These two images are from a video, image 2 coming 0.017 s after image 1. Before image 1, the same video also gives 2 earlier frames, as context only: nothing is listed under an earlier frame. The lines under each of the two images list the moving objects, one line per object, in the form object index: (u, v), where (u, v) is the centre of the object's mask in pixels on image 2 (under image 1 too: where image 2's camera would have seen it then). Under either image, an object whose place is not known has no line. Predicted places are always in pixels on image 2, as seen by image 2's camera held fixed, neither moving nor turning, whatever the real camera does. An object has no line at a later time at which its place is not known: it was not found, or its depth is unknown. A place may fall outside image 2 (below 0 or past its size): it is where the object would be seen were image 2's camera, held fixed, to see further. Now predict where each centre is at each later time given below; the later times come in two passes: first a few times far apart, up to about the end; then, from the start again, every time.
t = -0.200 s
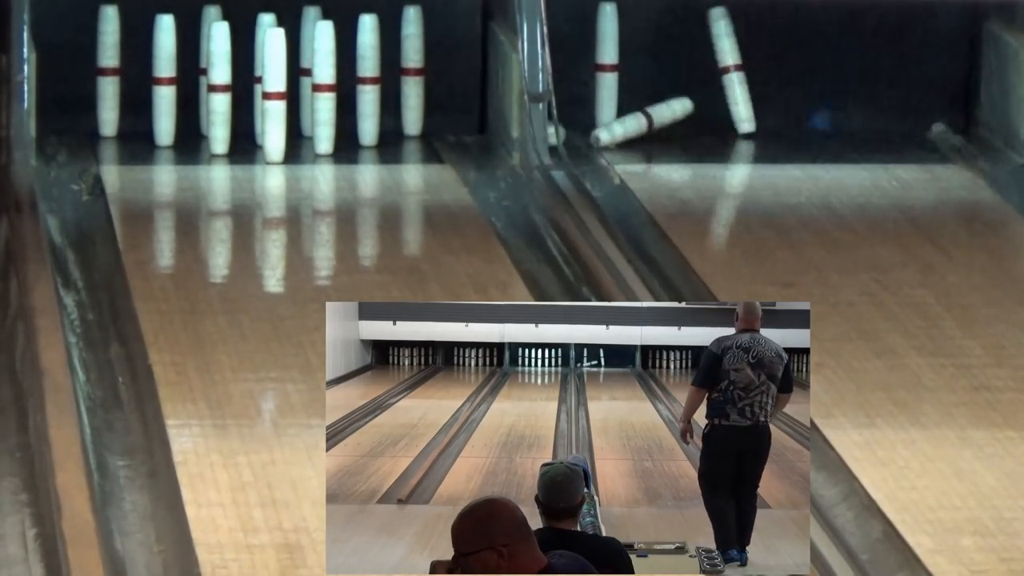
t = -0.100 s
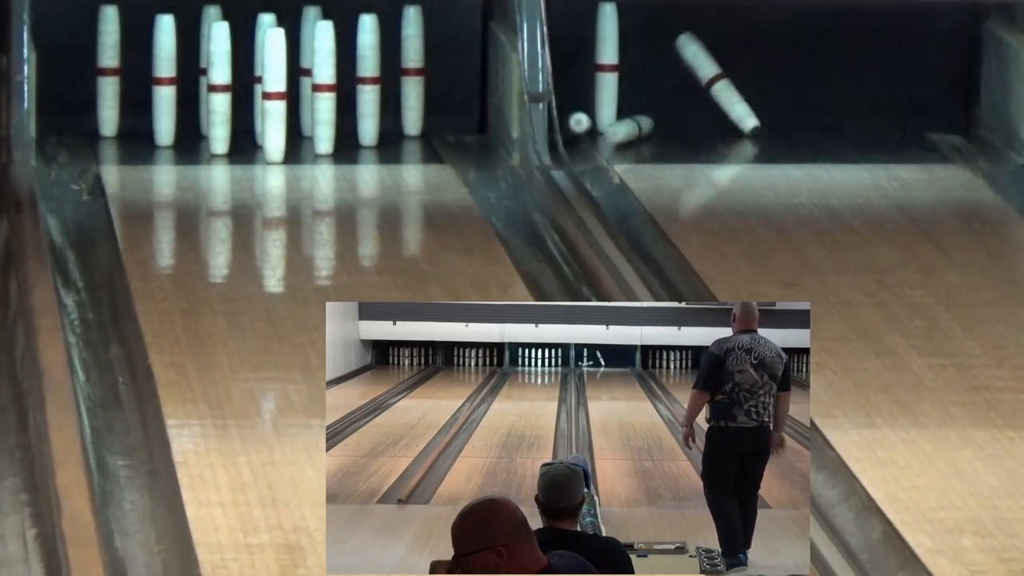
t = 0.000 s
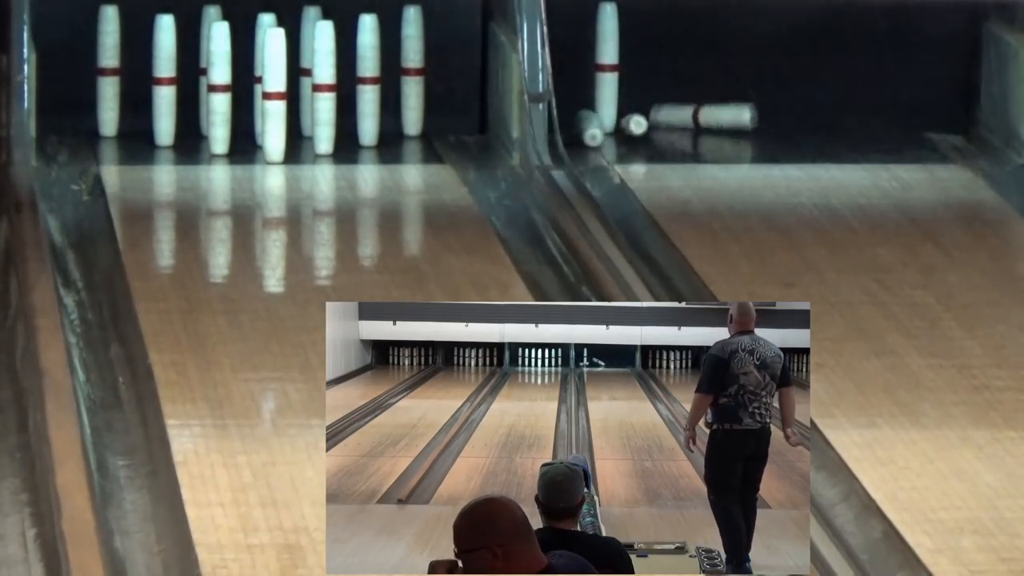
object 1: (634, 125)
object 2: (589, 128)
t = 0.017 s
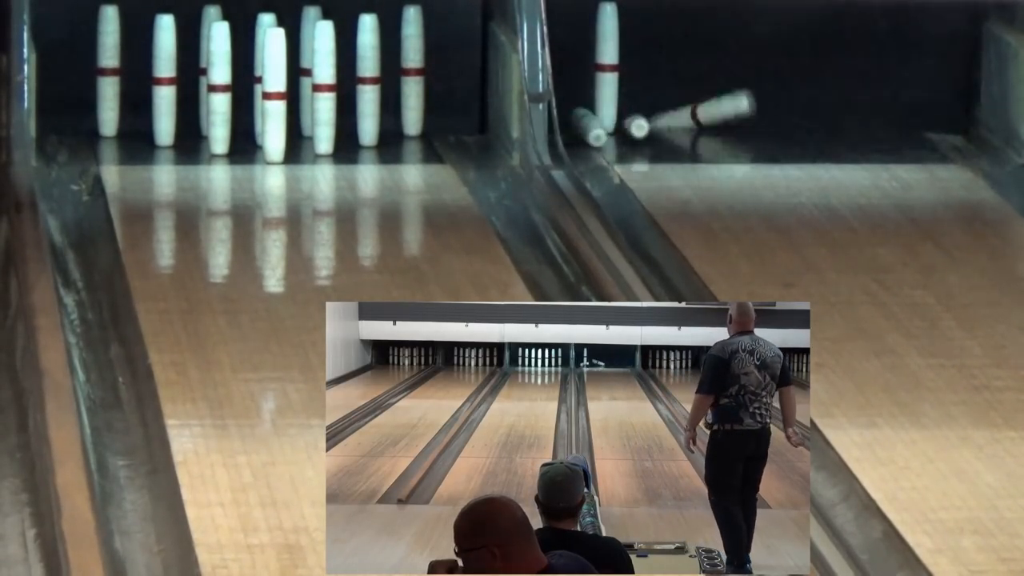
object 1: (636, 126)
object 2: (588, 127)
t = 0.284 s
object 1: (662, 127)
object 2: (597, 129)
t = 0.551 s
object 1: (676, 128)
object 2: (593, 128)
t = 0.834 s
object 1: (690, 129)
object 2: (582, 131)
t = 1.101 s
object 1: (703, 129)
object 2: (565, 135)
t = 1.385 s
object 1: (717, 130)
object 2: (560, 136)
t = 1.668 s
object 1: (732, 131)
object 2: (567, 133)
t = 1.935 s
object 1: (747, 132)
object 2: (573, 133)
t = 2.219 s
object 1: (761, 133)
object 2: (566, 134)
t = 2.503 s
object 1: (777, 133)
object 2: (553, 136)
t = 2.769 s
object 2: (553, 133)
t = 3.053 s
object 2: (561, 133)
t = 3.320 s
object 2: (563, 133)
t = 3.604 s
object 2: (555, 133)
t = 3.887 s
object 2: (551, 134)
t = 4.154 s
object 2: (553, 133)
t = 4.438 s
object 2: (555, 133)
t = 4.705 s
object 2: (560, 133)
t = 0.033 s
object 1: (639, 129)
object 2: (587, 126)
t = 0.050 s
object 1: (641, 129)
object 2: (587, 127)
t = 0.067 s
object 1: (643, 127)
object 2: (587, 128)
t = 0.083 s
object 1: (645, 126)
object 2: (589, 129)
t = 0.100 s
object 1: (647, 126)
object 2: (589, 129)
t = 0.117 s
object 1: (649, 127)
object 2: (591, 128)
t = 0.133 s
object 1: (651, 127)
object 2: (592, 127)
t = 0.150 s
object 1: (652, 128)
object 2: (592, 127)
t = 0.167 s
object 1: (654, 127)
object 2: (594, 127)
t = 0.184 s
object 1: (655, 127)
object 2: (595, 129)
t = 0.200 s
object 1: (654, 127)
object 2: (595, 129)
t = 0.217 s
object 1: (655, 128)
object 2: (596, 129)
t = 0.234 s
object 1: (657, 129)
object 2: (596, 129)
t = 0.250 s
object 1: (660, 128)
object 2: (596, 129)
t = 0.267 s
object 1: (661, 127)
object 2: (597, 129)
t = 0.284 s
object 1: (662, 127)
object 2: (597, 129)
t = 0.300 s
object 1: (663, 127)
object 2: (597, 128)
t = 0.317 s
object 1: (664, 127)
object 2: (597, 128)
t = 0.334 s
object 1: (665, 127)
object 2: (597, 128)
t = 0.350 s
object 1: (666, 127)
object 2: (597, 128)
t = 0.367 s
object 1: (666, 127)
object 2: (596, 128)
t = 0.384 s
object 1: (667, 127)
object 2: (596, 128)
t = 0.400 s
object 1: (668, 127)
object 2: (596, 128)
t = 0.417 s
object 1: (669, 127)
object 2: (596, 128)
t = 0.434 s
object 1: (670, 128)
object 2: (595, 129)
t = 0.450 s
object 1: (671, 127)
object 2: (595, 128)
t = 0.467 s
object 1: (672, 127)
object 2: (595, 129)
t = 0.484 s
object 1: (672, 127)
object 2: (595, 128)
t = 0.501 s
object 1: (673, 128)
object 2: (594, 128)
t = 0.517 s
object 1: (674, 128)
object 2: (594, 128)
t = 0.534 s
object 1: (675, 128)
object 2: (594, 128)
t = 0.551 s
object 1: (676, 128)
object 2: (593, 128)
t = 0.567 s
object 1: (677, 128)
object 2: (593, 128)
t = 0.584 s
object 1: (678, 128)
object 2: (592, 129)
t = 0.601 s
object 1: (678, 128)
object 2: (592, 129)
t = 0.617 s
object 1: (679, 128)
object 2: (591, 129)
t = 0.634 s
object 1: (680, 128)
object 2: (591, 129)
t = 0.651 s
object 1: (681, 128)
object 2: (590, 129)
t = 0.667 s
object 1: (682, 128)
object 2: (590, 129)
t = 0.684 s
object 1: (682, 128)
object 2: (589, 129)
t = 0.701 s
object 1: (683, 128)
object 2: (588, 129)
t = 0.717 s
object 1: (684, 128)
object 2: (587, 129)
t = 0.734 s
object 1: (685, 128)
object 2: (587, 129)
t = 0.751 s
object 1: (686, 128)
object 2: (586, 129)
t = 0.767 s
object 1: (687, 128)
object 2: (585, 129)
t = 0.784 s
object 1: (688, 128)
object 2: (584, 130)
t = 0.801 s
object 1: (688, 128)
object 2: (584, 130)
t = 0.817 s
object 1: (689, 129)
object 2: (583, 130)
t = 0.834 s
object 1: (690, 129)
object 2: (582, 131)
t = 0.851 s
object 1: (691, 129)
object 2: (581, 131)
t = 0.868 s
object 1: (692, 129)
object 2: (581, 131)
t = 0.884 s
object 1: (693, 129)
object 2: (580, 131)
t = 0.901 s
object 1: (693, 129)
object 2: (580, 131)
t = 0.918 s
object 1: (695, 129)
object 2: (579, 132)
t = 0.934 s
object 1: (695, 129)
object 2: (578, 132)
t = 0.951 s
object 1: (696, 129)
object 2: (578, 133)
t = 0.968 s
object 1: (697, 129)
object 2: (577, 133)
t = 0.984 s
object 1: (698, 129)
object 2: (576, 133)
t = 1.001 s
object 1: (698, 129)
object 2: (571, 133)
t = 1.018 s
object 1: (699, 129)
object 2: (570, 134)
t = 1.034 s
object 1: (700, 129)
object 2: (569, 134)
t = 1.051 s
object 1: (701, 129)
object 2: (568, 134)
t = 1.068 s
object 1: (702, 129)
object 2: (567, 135)
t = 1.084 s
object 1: (703, 129)
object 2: (566, 135)
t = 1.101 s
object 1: (703, 129)
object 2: (565, 135)
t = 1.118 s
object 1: (704, 129)
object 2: (563, 135)
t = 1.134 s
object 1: (705, 129)
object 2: (562, 135)
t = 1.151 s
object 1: (705, 129)
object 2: (560, 135)
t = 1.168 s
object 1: (706, 129)
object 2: (556, 135)
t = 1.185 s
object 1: (707, 130)
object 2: (555, 135)
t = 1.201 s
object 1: (708, 129)
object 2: (553, 135)
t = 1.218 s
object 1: (709, 130)
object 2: (551, 135)
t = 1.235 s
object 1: (710, 130)
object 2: (551, 134)
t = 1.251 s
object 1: (710, 130)
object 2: (551, 133)
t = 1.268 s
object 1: (711, 130)
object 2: (551, 134)
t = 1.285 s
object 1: (712, 130)
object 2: (551, 134)
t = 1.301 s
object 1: (713, 130)
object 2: (551, 135)
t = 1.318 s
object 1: (714, 130)
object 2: (551, 136)
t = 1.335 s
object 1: (714, 130)
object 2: (554, 137)
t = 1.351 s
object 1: (716, 130)
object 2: (555, 137)
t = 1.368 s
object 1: (716, 130)
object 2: (556, 136)
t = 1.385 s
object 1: (717, 130)
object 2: (560, 136)
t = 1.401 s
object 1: (718, 130)
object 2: (560, 136)
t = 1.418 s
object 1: (719, 130)
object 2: (560, 135)
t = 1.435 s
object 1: (720, 130)
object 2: (560, 136)
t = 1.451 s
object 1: (721, 130)
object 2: (560, 135)
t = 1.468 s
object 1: (722, 130)
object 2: (561, 135)
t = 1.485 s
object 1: (722, 130)
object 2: (561, 135)
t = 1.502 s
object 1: (723, 130)
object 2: (562, 135)
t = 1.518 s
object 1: (724, 131)
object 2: (563, 135)
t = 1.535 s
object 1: (725, 131)
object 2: (563, 135)
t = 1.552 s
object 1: (726, 131)
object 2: (564, 134)
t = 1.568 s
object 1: (726, 131)
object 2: (565, 134)
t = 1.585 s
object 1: (727, 131)
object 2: (565, 133)
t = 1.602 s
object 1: (728, 131)
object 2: (565, 133)
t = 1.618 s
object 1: (729, 131)
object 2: (566, 133)
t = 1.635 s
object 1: (730, 131)
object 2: (567, 133)
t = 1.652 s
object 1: (731, 131)
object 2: (567, 133)
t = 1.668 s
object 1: (732, 131)
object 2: (567, 133)
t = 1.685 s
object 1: (733, 131)
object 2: (568, 133)
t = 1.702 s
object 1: (734, 131)
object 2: (572, 133)
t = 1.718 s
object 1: (735, 131)
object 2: (572, 133)
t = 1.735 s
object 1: (735, 131)
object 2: (572, 133)
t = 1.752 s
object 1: (736, 131)
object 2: (572, 133)
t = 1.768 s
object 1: (737, 131)
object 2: (573, 133)
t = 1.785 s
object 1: (738, 131)
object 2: (573, 133)
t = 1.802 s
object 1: (739, 131)
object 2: (573, 133)
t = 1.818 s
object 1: (740, 132)
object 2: (573, 133)
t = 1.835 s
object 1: (741, 132)
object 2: (573, 133)
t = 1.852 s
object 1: (742, 132)
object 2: (573, 133)
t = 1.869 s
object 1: (743, 132)
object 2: (573, 133)
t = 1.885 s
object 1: (744, 132)
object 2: (573, 133)
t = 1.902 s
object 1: (745, 132)
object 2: (573, 133)
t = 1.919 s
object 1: (746, 132)
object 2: (573, 133)
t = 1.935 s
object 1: (747, 132)
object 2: (573, 133)
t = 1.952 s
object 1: (747, 132)
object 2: (573, 133)
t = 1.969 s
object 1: (749, 132)
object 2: (573, 133)
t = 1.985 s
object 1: (749, 132)
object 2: (573, 133)
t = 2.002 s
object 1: (750, 132)
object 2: (573, 133)
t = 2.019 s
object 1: (751, 132)
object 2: (572, 133)
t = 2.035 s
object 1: (752, 132)
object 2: (572, 133)
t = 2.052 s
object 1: (753, 132)
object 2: (572, 133)
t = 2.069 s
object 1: (753, 132)
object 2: (572, 133)
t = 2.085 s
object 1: (754, 132)
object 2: (572, 134)
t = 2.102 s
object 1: (755, 132)
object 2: (572, 134)
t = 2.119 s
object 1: (756, 132)
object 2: (571, 134)
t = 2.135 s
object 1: (757, 132)
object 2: (571, 134)
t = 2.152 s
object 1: (758, 132)
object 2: (567, 134)
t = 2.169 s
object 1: (759, 132)
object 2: (567, 134)
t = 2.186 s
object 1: (760, 132)
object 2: (566, 134)
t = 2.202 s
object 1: (761, 132)
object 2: (566, 134)
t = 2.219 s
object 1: (761, 133)
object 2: (566, 134)
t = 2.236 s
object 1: (762, 133)
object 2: (565, 134)
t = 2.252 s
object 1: (763, 133)
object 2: (565, 135)
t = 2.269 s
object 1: (764, 133)
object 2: (564, 135)
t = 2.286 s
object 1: (765, 133)
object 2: (563, 135)
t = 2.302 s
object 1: (766, 133)
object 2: (563, 135)
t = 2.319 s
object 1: (767, 133)
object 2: (562, 135)
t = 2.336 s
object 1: (768, 133)
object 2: (562, 135)
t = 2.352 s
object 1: (769, 133)
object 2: (561, 136)
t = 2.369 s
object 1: (769, 133)
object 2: (561, 136)
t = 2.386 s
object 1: (770, 133)
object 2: (560, 136)
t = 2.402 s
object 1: (771, 133)
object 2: (560, 136)
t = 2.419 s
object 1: (772, 133)
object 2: (560, 136)
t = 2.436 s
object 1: (773, 133)
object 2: (556, 136)
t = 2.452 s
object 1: (774, 133)
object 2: (555, 136)
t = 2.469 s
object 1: (775, 133)
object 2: (555, 136)
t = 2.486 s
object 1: (776, 133)
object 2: (554, 135)
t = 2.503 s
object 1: (777, 133)
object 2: (553, 136)
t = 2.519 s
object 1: (778, 133)
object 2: (551, 135)
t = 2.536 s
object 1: (779, 134)
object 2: (551, 136)
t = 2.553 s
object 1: (779, 134)
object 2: (551, 135)
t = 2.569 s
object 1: (780, 134)
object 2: (551, 135)
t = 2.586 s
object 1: (781, 134)
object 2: (551, 135)
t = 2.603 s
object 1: (782, 134)
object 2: (551, 134)
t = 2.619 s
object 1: (783, 134)
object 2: (551, 134)
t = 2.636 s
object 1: (784, 134)
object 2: (551, 133)
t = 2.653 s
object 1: (785, 134)
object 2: (550, 133)
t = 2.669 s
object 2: (551, 133)
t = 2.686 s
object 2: (550, 133)
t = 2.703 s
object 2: (551, 133)
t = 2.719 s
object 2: (551, 133)
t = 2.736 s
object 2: (551, 133)
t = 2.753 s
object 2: (552, 133)
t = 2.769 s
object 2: (553, 133)
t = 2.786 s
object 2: (553, 133)
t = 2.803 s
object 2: (553, 133)
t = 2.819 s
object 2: (554, 133)
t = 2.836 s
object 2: (554, 133)
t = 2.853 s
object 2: (554, 133)
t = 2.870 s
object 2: (555, 133)
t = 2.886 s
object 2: (555, 133)
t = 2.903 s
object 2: (556, 133)
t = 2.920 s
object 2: (555, 133)
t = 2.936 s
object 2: (555, 133)
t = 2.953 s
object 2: (559, 133)
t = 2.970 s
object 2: (559, 133)
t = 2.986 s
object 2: (559, 133)
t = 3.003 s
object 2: (559, 133)
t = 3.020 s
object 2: (559, 133)
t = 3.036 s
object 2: (560, 133)
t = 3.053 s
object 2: (561, 133)
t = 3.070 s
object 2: (561, 133)
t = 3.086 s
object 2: (562, 133)
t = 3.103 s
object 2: (562, 133)
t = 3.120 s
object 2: (562, 132)
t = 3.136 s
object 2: (562, 132)
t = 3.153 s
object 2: (563, 132)
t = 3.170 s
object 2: (563, 133)
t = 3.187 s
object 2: (563, 132)
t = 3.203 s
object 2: (563, 132)
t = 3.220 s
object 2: (563, 132)
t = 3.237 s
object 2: (563, 133)
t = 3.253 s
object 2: (563, 133)
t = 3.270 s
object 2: (563, 133)
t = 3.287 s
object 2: (563, 133)
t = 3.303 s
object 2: (563, 133)
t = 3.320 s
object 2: (563, 133)
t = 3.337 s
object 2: (563, 133)
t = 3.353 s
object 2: (562, 133)
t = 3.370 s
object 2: (562, 133)
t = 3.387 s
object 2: (562, 133)
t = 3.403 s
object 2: (562, 133)
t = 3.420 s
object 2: (561, 133)
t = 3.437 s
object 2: (561, 133)
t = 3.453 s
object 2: (560, 133)
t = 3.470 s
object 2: (560, 133)
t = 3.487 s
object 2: (559, 133)
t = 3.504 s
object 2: (559, 133)
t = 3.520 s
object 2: (559, 133)
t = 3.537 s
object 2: (559, 133)
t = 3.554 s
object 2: (555, 134)
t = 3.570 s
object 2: (555, 133)
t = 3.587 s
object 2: (555, 133)
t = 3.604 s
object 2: (555, 133)
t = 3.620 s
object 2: (556, 133)
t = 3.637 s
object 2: (555, 133)
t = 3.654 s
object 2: (555, 133)
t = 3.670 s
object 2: (554, 133)
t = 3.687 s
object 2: (554, 133)
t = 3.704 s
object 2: (554, 133)
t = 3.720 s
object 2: (554, 133)
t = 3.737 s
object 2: (554, 133)
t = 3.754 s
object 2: (554, 133)
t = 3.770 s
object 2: (553, 133)
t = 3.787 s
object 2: (553, 133)
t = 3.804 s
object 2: (553, 133)
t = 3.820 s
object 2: (551, 134)
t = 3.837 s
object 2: (551, 134)
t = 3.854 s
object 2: (551, 134)
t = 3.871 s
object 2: (551, 134)
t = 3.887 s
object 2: (551, 134)
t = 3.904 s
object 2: (551, 134)
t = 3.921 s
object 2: (551, 134)
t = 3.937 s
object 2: (551, 134)
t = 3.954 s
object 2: (551, 134)
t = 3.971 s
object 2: (551, 134)
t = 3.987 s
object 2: (551, 134)
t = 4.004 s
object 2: (551, 134)
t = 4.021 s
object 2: (551, 134)
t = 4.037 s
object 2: (551, 134)
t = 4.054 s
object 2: (551, 134)
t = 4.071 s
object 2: (551, 134)
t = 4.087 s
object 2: (551, 134)
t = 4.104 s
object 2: (551, 134)
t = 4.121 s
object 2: (551, 134)
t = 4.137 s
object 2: (551, 134)
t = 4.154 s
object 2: (553, 133)
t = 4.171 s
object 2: (553, 133)
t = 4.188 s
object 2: (553, 133)
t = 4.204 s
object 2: (553, 133)
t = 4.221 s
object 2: (553, 133)
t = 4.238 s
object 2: (553, 133)
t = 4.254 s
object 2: (554, 133)
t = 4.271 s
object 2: (554, 133)
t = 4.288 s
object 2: (554, 133)
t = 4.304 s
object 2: (555, 133)
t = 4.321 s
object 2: (555, 133)
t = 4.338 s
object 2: (555, 133)
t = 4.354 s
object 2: (555, 133)
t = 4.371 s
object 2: (555, 133)
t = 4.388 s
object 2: (555, 133)
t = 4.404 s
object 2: (556, 133)
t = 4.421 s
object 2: (555, 134)
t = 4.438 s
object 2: (555, 133)
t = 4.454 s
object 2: (555, 134)
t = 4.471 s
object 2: (559, 133)
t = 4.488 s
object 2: (559, 133)
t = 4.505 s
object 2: (559, 133)
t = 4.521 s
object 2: (559, 133)
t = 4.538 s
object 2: (559, 133)
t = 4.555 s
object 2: (559, 133)
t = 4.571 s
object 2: (560, 133)
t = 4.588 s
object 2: (560, 133)
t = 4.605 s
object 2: (560, 133)
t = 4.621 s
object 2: (560, 133)
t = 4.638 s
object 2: (560, 133)
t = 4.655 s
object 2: (560, 133)
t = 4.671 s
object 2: (560, 133)
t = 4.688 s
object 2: (560, 133)
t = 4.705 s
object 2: (560, 133)
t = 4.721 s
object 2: (561, 133)
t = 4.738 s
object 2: (560, 133)
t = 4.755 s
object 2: (560, 133)
